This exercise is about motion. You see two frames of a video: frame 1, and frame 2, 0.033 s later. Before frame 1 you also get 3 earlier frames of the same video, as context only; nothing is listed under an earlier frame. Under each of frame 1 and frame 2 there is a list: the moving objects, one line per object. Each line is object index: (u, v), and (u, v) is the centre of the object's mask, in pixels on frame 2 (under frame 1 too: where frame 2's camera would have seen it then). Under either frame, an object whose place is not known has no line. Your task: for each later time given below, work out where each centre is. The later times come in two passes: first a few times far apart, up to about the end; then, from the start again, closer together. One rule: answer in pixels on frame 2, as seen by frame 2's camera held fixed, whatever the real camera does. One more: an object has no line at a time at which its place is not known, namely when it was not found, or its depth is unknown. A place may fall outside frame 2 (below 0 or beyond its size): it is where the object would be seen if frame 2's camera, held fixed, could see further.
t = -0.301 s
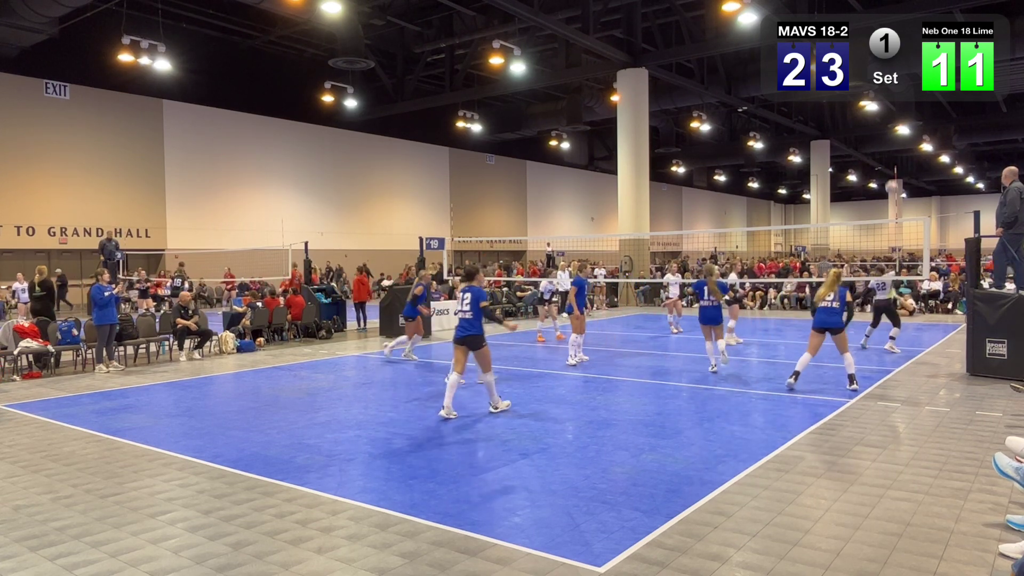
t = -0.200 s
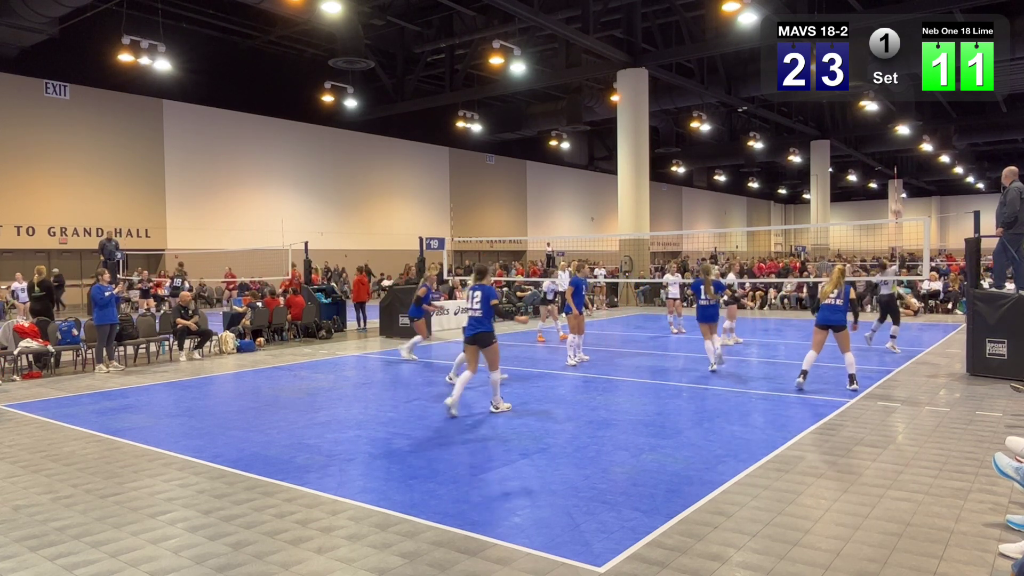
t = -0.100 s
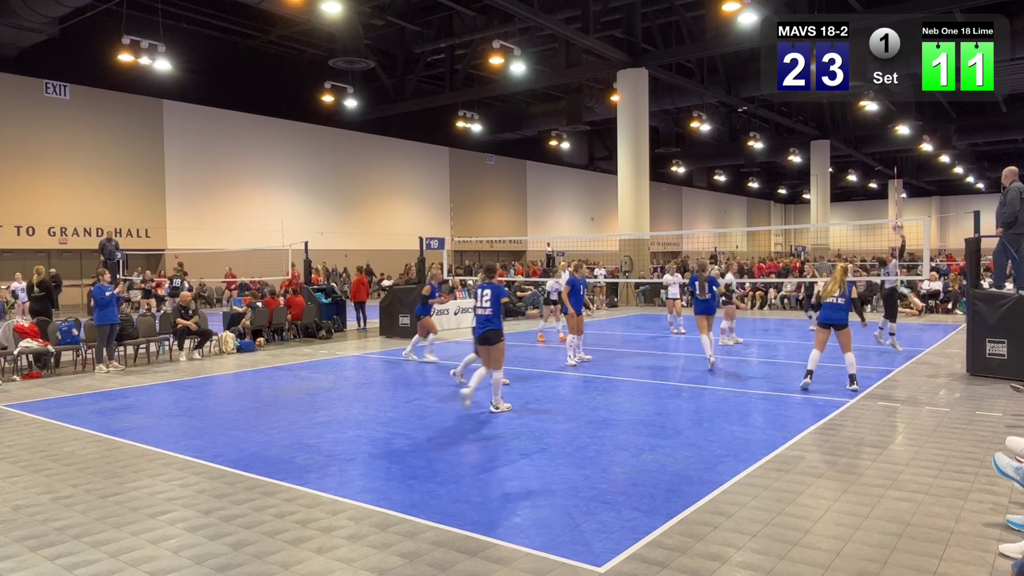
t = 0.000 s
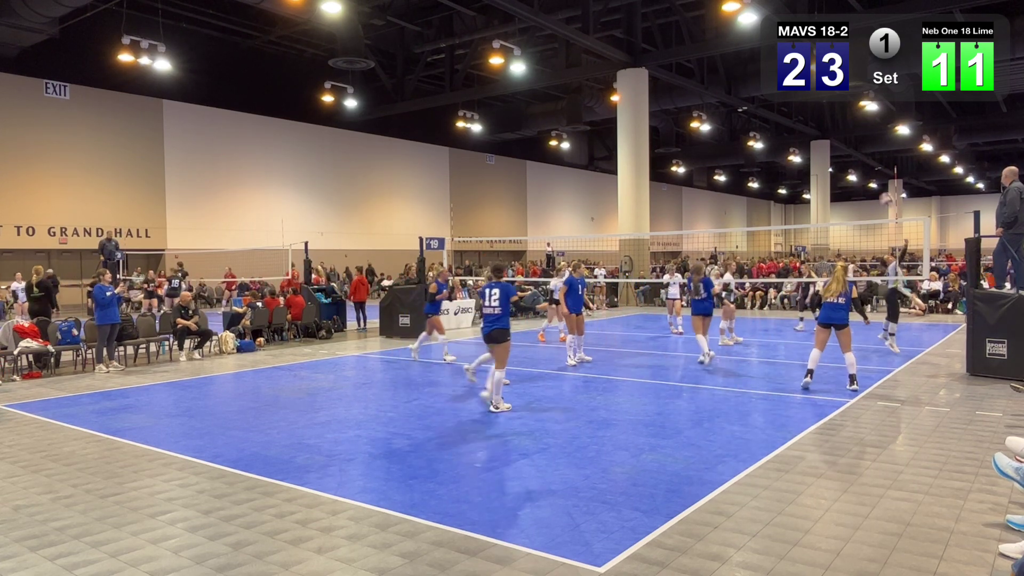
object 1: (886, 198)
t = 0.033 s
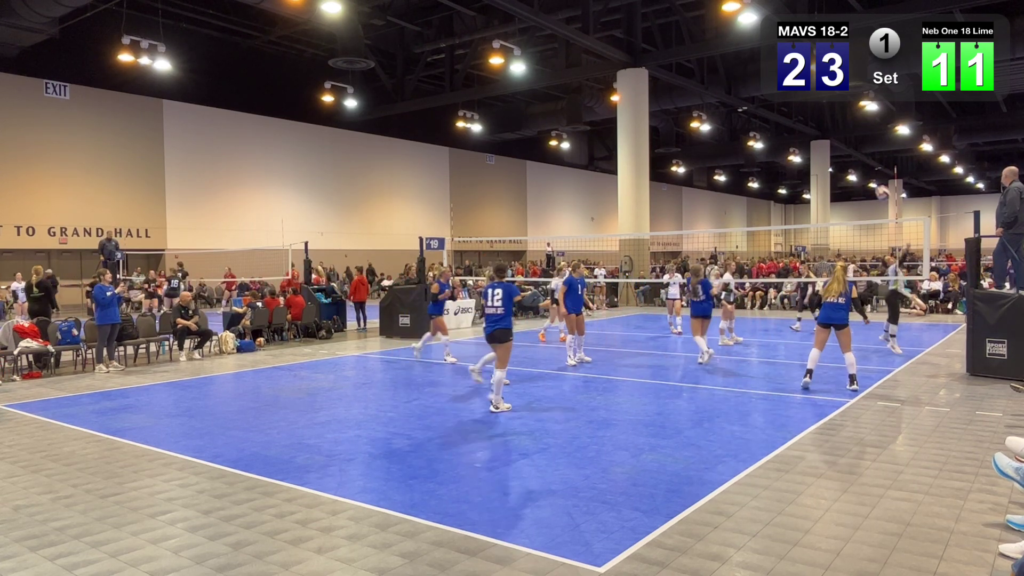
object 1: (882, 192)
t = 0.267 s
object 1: (854, 157)
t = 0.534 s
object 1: (816, 156)
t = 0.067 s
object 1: (879, 186)
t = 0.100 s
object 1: (875, 179)
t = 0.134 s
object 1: (871, 174)
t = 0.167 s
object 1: (867, 169)
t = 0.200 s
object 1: (862, 165)
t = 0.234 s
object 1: (858, 161)
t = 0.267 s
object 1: (854, 157)
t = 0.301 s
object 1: (849, 155)
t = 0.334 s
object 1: (845, 153)
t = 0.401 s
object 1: (835, 151)
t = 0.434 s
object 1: (831, 152)
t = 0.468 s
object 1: (826, 152)
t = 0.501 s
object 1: (821, 153)
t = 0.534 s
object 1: (816, 156)
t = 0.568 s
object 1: (811, 161)
